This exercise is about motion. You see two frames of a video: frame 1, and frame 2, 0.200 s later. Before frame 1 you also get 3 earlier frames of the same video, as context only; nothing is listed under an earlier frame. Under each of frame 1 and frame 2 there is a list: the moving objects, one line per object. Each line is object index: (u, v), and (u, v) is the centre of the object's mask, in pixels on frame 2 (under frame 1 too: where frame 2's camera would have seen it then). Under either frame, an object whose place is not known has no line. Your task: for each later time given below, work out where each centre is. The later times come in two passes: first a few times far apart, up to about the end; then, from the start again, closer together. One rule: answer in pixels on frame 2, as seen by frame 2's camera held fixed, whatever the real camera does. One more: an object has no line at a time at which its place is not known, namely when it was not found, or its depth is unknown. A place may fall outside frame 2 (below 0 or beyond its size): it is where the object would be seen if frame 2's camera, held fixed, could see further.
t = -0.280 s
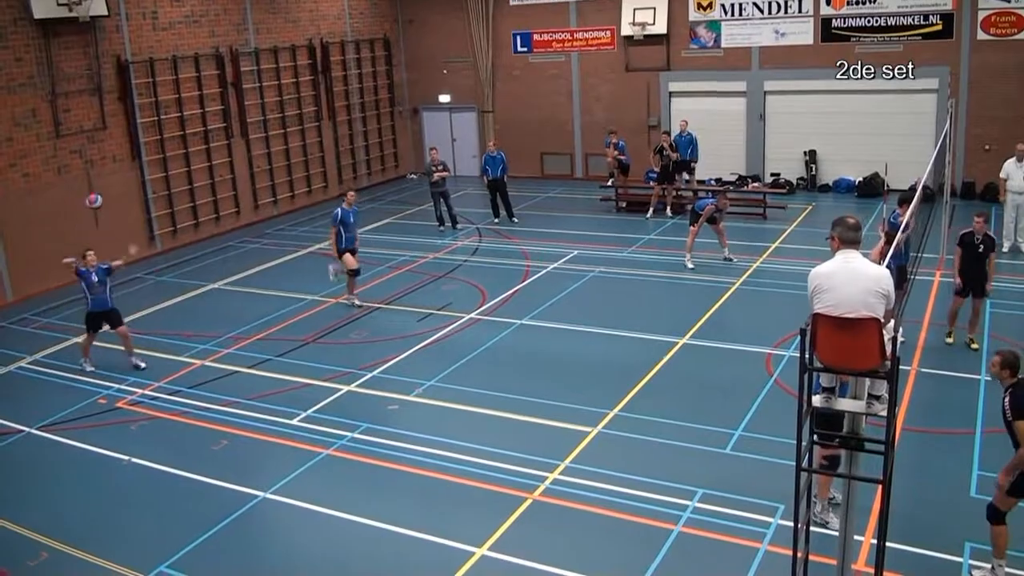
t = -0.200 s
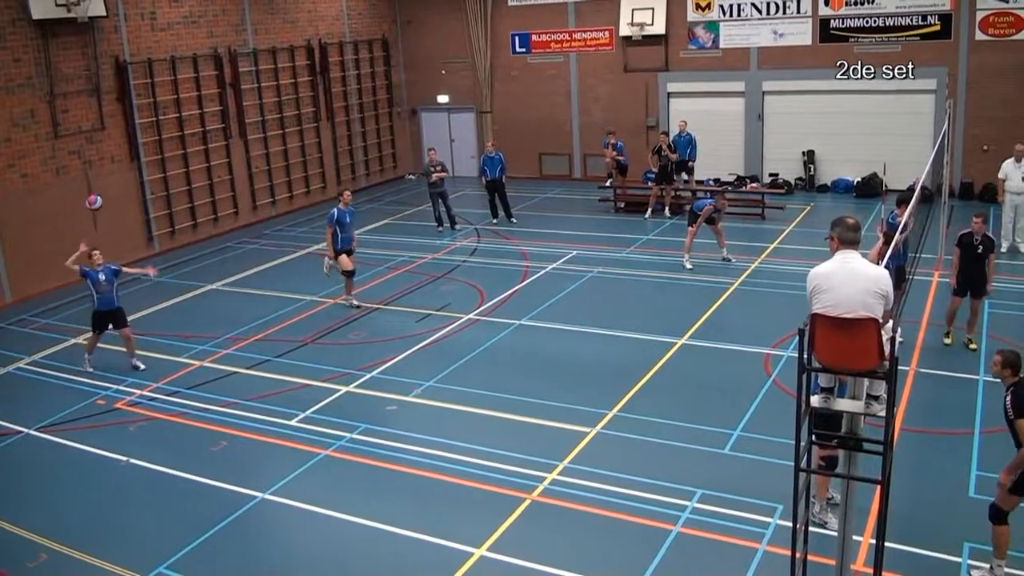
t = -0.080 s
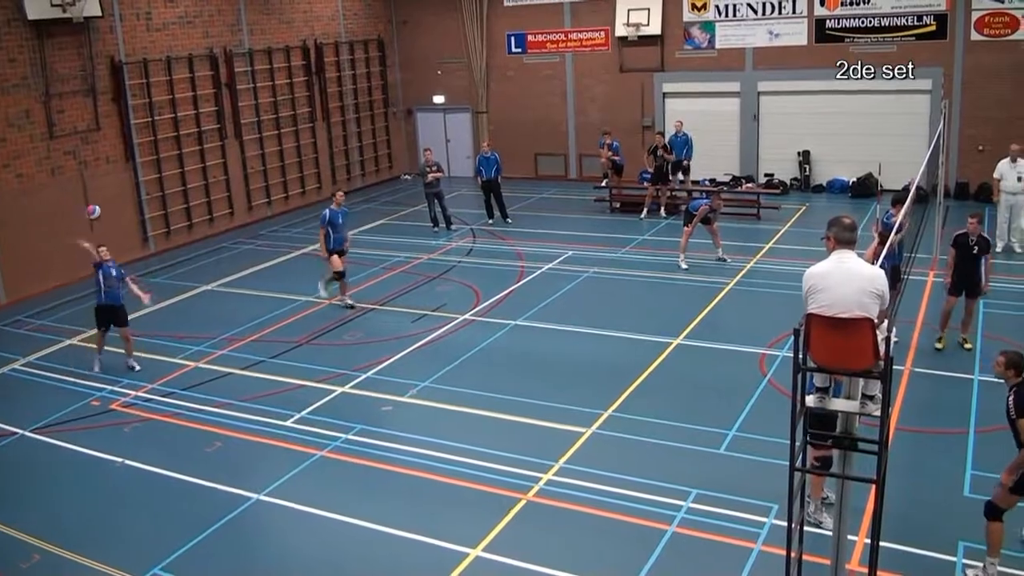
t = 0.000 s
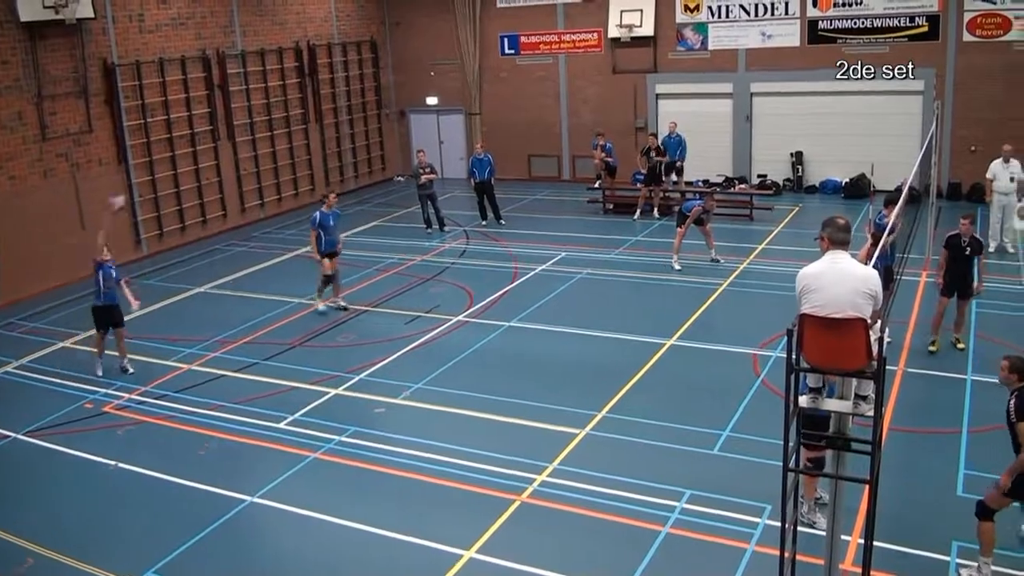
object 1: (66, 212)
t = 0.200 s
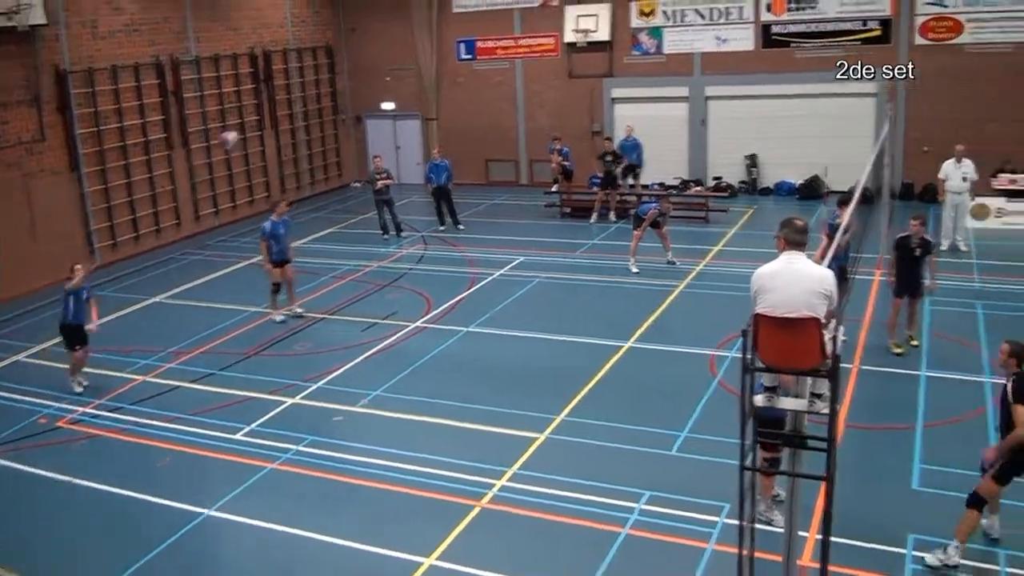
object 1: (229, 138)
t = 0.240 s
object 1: (265, 129)
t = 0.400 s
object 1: (415, 97)
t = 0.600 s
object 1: (607, 97)
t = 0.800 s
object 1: (803, 138)
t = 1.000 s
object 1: (989, 218)
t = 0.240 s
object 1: (265, 129)
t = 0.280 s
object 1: (302, 118)
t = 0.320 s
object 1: (339, 111)
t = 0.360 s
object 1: (376, 102)
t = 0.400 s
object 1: (415, 97)
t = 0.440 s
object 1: (453, 94)
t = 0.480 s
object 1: (491, 92)
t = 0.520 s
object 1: (529, 93)
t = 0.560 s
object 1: (568, 94)
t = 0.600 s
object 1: (607, 97)
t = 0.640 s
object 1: (647, 103)
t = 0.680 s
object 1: (685, 109)
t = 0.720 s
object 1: (726, 118)
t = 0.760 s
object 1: (765, 127)
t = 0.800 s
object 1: (803, 138)
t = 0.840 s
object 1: (841, 151)
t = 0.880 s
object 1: (879, 162)
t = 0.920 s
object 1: (916, 182)
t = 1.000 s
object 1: (989, 218)
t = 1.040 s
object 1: (1025, 240)
